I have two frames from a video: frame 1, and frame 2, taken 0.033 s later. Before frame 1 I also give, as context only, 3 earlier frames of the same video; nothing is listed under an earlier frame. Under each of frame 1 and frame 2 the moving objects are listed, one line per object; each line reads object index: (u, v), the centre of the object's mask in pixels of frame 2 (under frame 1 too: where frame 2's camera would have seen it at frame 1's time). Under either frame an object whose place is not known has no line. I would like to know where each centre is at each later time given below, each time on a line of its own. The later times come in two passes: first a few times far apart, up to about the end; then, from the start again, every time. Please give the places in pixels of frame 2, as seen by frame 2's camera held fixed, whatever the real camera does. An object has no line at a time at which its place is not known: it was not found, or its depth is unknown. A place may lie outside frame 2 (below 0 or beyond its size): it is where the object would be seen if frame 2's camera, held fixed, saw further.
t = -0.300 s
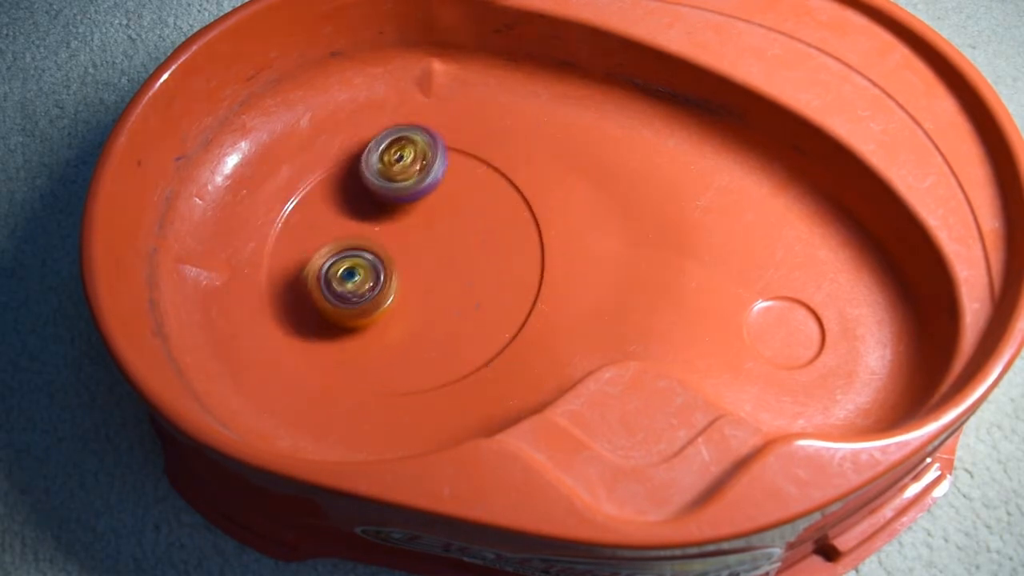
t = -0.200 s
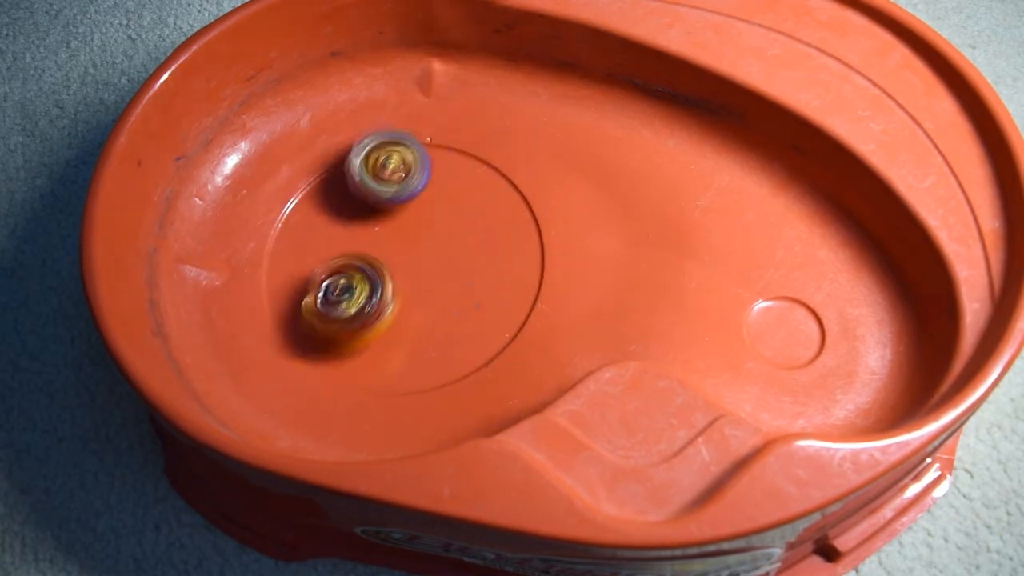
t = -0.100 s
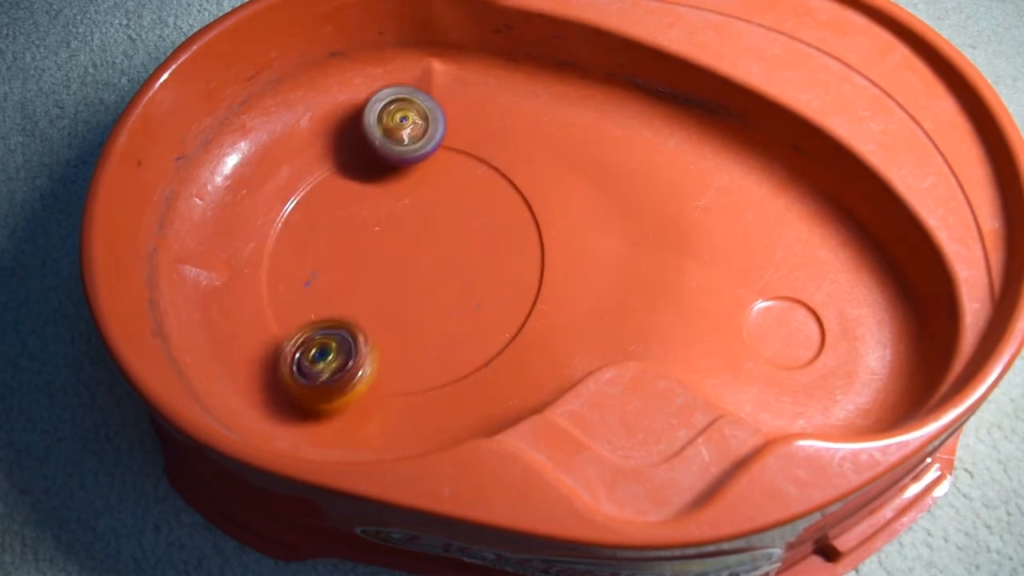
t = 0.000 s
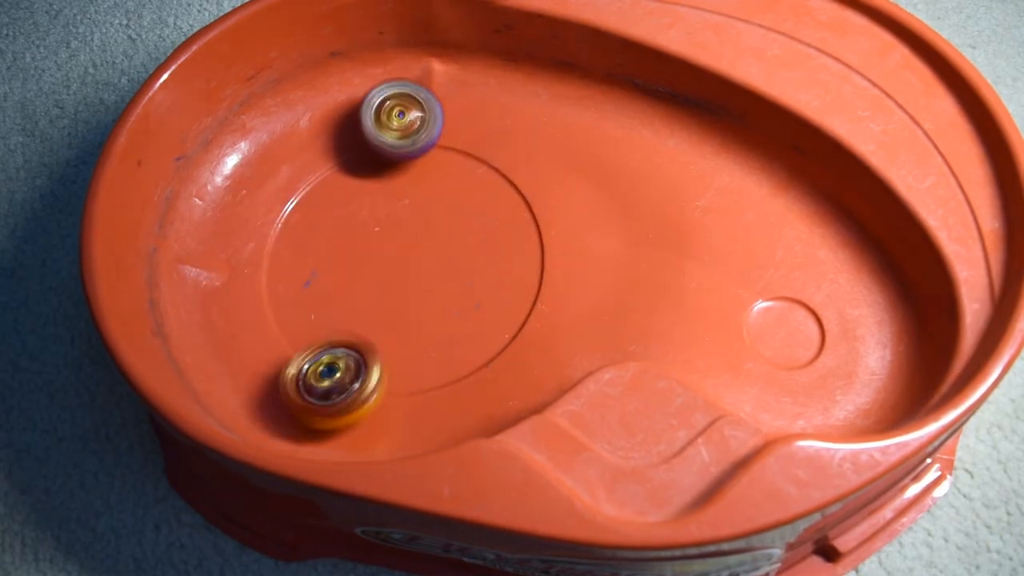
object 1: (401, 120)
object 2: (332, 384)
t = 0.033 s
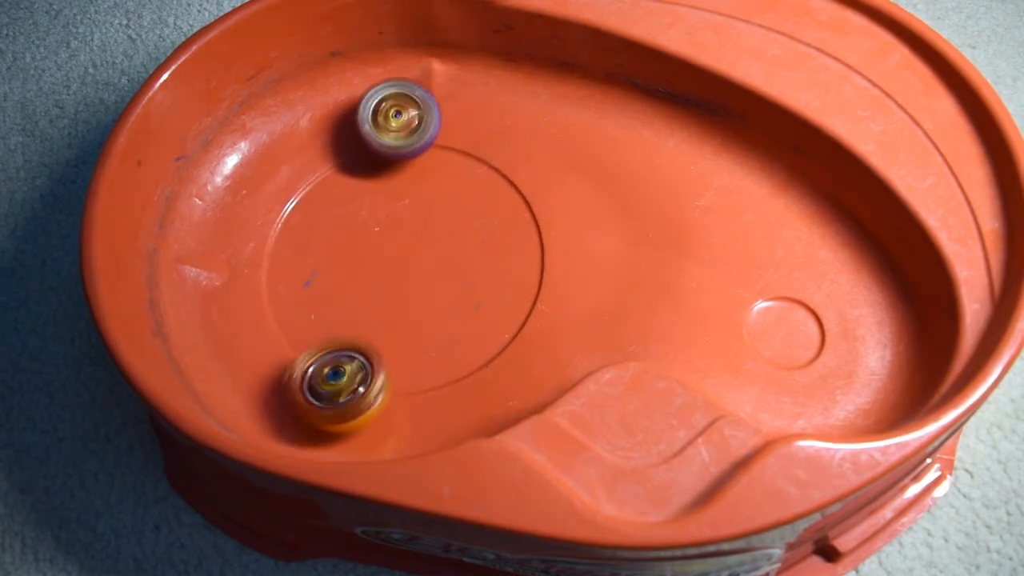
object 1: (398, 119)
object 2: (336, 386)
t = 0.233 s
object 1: (394, 158)
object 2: (367, 375)
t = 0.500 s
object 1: (470, 218)
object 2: (375, 258)
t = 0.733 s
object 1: (530, 248)
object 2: (351, 157)
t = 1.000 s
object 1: (505, 266)
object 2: (368, 164)
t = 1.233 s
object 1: (436, 288)
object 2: (422, 160)
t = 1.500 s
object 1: (351, 310)
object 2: (465, 197)
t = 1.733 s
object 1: (308, 313)
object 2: (477, 248)
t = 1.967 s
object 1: (321, 285)
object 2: (453, 298)
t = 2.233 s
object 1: (350, 217)
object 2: (397, 324)
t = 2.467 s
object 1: (362, 168)
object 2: (347, 308)
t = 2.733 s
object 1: (384, 165)
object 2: (320, 258)
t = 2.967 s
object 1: (448, 184)
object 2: (311, 213)
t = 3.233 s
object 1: (511, 199)
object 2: (288, 207)
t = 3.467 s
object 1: (501, 256)
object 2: (342, 229)
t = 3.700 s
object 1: (478, 318)
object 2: (426, 242)
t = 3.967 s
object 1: (420, 345)
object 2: (495, 250)
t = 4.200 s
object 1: (359, 317)
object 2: (510, 254)
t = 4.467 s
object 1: (304, 255)
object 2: (452, 251)
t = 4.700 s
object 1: (290, 205)
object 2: (372, 241)
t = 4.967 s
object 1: (296, 163)
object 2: (373, 300)
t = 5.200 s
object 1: (376, 197)
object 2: (382, 312)
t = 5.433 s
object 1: (466, 217)
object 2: (384, 290)
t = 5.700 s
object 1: (490, 248)
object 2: (383, 249)
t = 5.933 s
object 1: (444, 287)
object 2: (390, 205)
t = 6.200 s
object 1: (365, 279)
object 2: (417, 177)
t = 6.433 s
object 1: (346, 234)
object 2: (444, 189)
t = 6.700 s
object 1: (345, 187)
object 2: (471, 255)
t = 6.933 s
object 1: (391, 179)
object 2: (444, 296)
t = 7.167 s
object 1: (432, 206)
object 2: (400, 310)
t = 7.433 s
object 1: (439, 253)
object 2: (372, 326)
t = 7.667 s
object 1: (457, 262)
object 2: (355, 328)
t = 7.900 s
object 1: (485, 262)
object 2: (367, 300)
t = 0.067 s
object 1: (395, 120)
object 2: (341, 388)
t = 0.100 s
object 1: (393, 124)
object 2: (345, 391)
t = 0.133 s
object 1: (391, 130)
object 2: (348, 392)
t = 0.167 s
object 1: (389, 140)
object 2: (353, 390)
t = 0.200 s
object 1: (390, 150)
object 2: (358, 385)
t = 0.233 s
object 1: (394, 158)
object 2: (367, 375)
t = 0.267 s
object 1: (401, 167)
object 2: (374, 366)
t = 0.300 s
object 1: (409, 174)
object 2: (379, 355)
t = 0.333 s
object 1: (418, 181)
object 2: (378, 342)
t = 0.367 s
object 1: (427, 189)
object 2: (380, 326)
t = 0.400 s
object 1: (438, 197)
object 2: (380, 309)
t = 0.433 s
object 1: (448, 204)
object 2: (381, 292)
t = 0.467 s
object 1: (459, 212)
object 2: (379, 274)
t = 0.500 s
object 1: (470, 218)
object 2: (375, 258)
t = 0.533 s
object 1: (481, 225)
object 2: (372, 242)
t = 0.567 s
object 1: (492, 230)
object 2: (368, 225)
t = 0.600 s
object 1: (502, 234)
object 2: (366, 209)
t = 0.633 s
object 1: (511, 238)
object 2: (363, 194)
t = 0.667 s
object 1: (518, 242)
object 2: (359, 181)
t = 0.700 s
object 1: (524, 245)
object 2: (355, 168)
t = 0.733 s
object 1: (530, 248)
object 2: (351, 157)
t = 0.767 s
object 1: (528, 250)
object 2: (348, 148)
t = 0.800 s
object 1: (527, 253)
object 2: (346, 146)
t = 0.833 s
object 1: (526, 255)
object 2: (349, 152)
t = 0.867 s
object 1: (525, 257)
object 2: (352, 158)
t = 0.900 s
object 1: (522, 259)
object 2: (356, 162)
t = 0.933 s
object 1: (516, 261)
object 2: (359, 166)
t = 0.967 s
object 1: (511, 264)
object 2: (362, 165)
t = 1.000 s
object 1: (505, 266)
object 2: (368, 164)
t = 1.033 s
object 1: (497, 269)
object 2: (376, 161)
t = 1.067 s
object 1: (489, 272)
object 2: (383, 160)
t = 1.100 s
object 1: (480, 274)
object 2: (391, 158)
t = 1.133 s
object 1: (469, 277)
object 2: (398, 157)
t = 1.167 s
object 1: (458, 280)
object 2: (406, 157)
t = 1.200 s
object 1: (447, 284)
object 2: (414, 158)
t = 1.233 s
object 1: (436, 288)
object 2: (422, 160)
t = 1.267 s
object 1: (425, 292)
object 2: (428, 163)
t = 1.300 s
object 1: (415, 294)
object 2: (434, 166)
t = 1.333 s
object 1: (405, 297)
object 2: (440, 170)
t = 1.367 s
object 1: (393, 300)
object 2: (446, 175)
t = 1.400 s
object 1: (381, 303)
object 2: (451, 180)
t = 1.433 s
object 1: (370, 305)
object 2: (456, 186)
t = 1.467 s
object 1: (360, 309)
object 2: (461, 192)
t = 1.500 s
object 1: (351, 310)
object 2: (465, 197)
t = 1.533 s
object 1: (343, 311)
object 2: (469, 203)
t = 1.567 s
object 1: (334, 312)
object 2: (472, 209)
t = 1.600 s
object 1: (326, 313)
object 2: (475, 217)
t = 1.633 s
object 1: (319, 315)
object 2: (477, 225)
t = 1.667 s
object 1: (315, 316)
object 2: (478, 232)
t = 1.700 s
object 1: (311, 314)
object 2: (478, 240)
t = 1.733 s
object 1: (308, 313)
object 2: (477, 248)
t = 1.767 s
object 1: (307, 313)
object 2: (476, 256)
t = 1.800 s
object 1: (308, 311)
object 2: (474, 264)
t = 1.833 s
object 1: (310, 309)
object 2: (472, 271)
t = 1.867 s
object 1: (313, 304)
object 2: (468, 278)
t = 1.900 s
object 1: (316, 298)
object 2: (464, 285)
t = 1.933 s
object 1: (318, 291)
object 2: (459, 292)
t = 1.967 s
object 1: (321, 285)
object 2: (453, 298)
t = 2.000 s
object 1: (325, 279)
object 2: (447, 302)
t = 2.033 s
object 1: (330, 270)
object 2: (442, 308)
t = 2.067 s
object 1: (334, 261)
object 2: (435, 312)
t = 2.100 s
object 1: (337, 252)
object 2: (427, 316)
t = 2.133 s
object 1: (340, 243)
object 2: (420, 319)
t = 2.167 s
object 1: (342, 235)
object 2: (412, 321)
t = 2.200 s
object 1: (346, 226)
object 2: (404, 324)
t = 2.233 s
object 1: (350, 217)
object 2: (397, 324)
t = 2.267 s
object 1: (352, 207)
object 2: (388, 324)
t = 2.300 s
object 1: (352, 199)
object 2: (381, 323)
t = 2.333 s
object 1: (355, 192)
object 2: (373, 322)
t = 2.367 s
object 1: (358, 186)
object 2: (366, 320)
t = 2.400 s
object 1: (360, 179)
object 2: (359, 317)
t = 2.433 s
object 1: (361, 173)
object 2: (353, 312)
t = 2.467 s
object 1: (362, 168)
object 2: (347, 308)
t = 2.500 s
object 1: (365, 165)
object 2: (341, 302)
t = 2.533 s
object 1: (367, 161)
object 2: (337, 298)
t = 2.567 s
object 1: (369, 159)
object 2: (332, 292)
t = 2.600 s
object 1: (371, 159)
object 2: (328, 286)
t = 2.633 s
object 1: (374, 161)
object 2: (325, 279)
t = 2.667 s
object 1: (377, 163)
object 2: (322, 273)
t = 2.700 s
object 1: (380, 164)
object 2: (321, 266)
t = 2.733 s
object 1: (384, 165)
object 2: (320, 258)
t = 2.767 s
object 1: (388, 168)
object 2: (319, 250)
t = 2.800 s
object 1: (394, 172)
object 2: (319, 243)
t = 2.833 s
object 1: (401, 175)
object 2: (321, 236)
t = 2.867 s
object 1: (406, 178)
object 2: (323, 230)
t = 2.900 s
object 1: (411, 182)
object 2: (325, 222)
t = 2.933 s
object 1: (429, 185)
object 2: (316, 217)
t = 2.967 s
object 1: (448, 184)
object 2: (311, 213)
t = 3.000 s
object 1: (463, 183)
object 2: (305, 211)
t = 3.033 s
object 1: (476, 184)
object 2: (298, 208)
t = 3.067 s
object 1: (489, 185)
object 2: (294, 206)
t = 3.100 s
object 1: (501, 185)
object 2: (289, 205)
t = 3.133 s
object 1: (511, 184)
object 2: (285, 204)
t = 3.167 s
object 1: (516, 186)
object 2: (285, 204)
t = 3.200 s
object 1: (514, 195)
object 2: (285, 206)
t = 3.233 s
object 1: (511, 199)
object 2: (288, 207)
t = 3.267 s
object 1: (506, 205)
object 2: (292, 210)
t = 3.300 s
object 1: (502, 213)
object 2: (298, 212)
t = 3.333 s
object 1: (501, 220)
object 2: (306, 215)
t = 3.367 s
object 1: (502, 227)
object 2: (310, 219)
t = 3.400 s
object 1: (501, 236)
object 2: (319, 223)
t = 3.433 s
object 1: (501, 246)
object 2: (328, 224)
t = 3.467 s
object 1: (501, 256)
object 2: (342, 229)
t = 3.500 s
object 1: (500, 265)
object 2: (353, 229)
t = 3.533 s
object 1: (497, 275)
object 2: (365, 231)
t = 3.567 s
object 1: (495, 286)
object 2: (376, 234)
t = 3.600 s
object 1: (492, 293)
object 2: (388, 236)
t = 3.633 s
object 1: (486, 303)
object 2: (402, 238)
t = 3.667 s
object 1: (482, 311)
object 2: (414, 240)
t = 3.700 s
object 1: (478, 318)
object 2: (426, 242)
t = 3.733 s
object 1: (472, 323)
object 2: (438, 241)
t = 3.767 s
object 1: (465, 330)
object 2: (448, 242)
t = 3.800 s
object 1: (459, 336)
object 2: (458, 243)
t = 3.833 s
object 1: (452, 339)
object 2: (465, 245)
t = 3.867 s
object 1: (443, 341)
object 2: (474, 247)
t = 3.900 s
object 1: (436, 345)
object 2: (480, 248)
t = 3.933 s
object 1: (429, 345)
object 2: (488, 249)
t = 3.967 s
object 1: (420, 345)
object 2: (495, 250)
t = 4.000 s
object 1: (412, 345)
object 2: (501, 251)
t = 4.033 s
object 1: (405, 342)
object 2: (506, 252)
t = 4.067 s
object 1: (395, 338)
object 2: (509, 253)
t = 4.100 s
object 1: (385, 334)
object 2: (512, 254)
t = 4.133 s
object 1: (377, 329)
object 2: (513, 255)
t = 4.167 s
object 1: (369, 323)
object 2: (512, 254)
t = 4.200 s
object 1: (359, 317)
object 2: (510, 254)
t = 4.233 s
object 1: (351, 311)
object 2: (506, 253)
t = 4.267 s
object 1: (343, 303)
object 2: (500, 254)
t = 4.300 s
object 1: (334, 295)
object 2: (491, 254)
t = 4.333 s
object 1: (327, 288)
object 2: (486, 254)
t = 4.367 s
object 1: (321, 280)
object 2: (478, 254)
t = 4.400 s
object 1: (314, 271)
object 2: (471, 253)
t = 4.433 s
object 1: (309, 264)
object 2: (462, 253)
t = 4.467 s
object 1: (304, 255)
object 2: (452, 251)
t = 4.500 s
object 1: (299, 247)
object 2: (443, 250)
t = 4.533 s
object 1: (296, 240)
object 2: (431, 249)
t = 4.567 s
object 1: (294, 232)
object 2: (421, 246)
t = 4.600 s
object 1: (290, 225)
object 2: (409, 246)
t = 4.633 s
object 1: (290, 219)
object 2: (395, 244)
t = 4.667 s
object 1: (291, 212)
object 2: (384, 243)
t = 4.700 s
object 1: (290, 205)
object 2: (372, 241)
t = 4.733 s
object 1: (286, 193)
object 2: (366, 249)
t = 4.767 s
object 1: (285, 179)
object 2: (368, 262)
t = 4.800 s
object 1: (285, 170)
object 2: (373, 270)
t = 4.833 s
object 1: (286, 164)
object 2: (373, 278)
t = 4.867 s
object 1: (285, 160)
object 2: (372, 285)
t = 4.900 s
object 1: (287, 161)
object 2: (373, 290)
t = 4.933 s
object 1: (290, 161)
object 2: (373, 294)
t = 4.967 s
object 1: (296, 163)
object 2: (373, 300)
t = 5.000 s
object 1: (306, 165)
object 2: (373, 304)
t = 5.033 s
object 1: (313, 171)
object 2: (373, 308)
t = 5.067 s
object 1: (323, 177)
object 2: (374, 312)
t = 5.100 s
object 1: (335, 182)
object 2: (376, 313)
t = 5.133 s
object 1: (350, 188)
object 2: (376, 315)
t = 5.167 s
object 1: (363, 192)
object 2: (380, 314)
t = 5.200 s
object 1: (376, 197)
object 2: (382, 312)
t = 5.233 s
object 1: (391, 201)
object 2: (383, 310)
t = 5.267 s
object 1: (402, 207)
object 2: (386, 306)
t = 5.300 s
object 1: (414, 212)
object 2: (387, 301)
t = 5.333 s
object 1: (426, 217)
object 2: (387, 297)
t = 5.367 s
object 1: (442, 218)
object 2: (386, 296)
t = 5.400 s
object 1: (454, 216)
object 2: (381, 295)
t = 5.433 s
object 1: (466, 217)
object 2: (384, 290)
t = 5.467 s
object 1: (474, 217)
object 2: (383, 286)
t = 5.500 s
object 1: (482, 221)
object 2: (382, 283)
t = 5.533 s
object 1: (488, 223)
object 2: (382, 278)
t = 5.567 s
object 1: (491, 229)
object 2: (382, 273)
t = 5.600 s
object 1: (494, 232)
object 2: (384, 267)
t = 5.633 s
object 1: (494, 238)
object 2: (381, 262)
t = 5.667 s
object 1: (494, 241)
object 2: (383, 254)
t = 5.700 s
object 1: (490, 248)
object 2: (383, 249)
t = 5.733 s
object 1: (487, 253)
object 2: (385, 244)
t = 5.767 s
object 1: (481, 259)
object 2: (385, 239)
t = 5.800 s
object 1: (476, 265)
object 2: (386, 232)
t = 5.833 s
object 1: (467, 269)
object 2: (390, 227)
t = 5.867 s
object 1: (460, 274)
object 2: (390, 223)
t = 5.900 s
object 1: (452, 281)
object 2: (390, 215)
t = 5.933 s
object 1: (444, 287)
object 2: (390, 205)
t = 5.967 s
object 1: (432, 291)
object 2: (395, 201)
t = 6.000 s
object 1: (423, 294)
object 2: (395, 196)
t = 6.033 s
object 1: (411, 294)
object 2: (397, 193)
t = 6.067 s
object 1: (401, 294)
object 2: (397, 188)
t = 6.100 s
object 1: (389, 292)
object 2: (399, 185)
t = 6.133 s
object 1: (380, 289)
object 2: (406, 180)
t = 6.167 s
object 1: (371, 284)
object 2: (413, 179)
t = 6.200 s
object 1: (365, 279)
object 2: (417, 177)
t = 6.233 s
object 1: (357, 273)
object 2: (419, 177)
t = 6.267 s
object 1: (353, 267)
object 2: (428, 175)
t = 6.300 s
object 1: (349, 260)
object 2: (431, 178)
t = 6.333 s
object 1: (346, 253)
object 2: (435, 180)
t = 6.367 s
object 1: (345, 247)
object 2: (436, 182)
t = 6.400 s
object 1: (344, 239)
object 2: (442, 185)
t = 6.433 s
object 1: (346, 234)
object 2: (444, 189)
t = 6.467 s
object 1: (348, 226)
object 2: (445, 196)
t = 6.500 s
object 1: (353, 222)
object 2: (443, 199)
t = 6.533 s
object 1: (355, 216)
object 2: (446, 206)
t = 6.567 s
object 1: (352, 207)
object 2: (450, 213)
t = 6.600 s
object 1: (345, 201)
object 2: (460, 226)
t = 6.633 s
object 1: (341, 194)
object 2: (466, 236)
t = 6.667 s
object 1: (342, 191)
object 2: (472, 244)
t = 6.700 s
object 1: (345, 187)
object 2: (471, 255)
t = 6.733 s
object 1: (351, 182)
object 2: (468, 263)
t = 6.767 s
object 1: (359, 181)
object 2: (466, 272)
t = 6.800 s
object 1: (363, 179)
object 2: (462, 277)
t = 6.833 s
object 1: (368, 177)
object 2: (460, 282)
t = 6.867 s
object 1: (377, 178)
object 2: (454, 289)
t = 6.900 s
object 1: (383, 178)
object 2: (449, 293)
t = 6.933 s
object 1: (391, 179)
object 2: (444, 296)
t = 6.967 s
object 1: (397, 180)
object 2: (438, 300)
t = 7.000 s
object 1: (404, 183)
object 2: (432, 302)
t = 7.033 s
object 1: (411, 187)
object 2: (425, 303)
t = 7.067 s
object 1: (418, 191)
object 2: (420, 304)
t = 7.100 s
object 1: (422, 194)
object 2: (413, 307)
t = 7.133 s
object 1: (428, 200)
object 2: (406, 309)
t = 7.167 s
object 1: (432, 206)
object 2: (400, 310)
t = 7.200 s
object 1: (435, 211)
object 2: (393, 311)
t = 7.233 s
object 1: (437, 217)
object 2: (388, 312)
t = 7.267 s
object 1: (438, 224)
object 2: (384, 313)
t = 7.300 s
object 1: (439, 231)
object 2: (381, 315)
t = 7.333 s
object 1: (438, 239)
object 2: (378, 318)
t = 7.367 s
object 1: (436, 246)
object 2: (376, 320)
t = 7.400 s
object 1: (437, 249)
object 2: (373, 324)
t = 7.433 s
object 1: (439, 253)
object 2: (372, 326)
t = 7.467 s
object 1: (440, 254)
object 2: (369, 329)
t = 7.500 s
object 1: (440, 258)
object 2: (369, 331)
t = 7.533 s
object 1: (438, 261)
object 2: (369, 331)
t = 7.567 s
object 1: (438, 261)
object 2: (370, 329)
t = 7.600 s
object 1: (445, 264)
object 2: (364, 329)
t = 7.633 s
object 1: (454, 265)
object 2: (358, 329)
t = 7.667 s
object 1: (457, 262)
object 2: (355, 328)
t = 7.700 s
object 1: (464, 260)
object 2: (354, 325)
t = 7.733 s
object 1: (470, 260)
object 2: (354, 321)
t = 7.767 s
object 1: (474, 261)
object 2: (354, 318)
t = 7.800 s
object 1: (477, 259)
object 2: (355, 313)
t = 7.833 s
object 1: (482, 259)
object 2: (359, 308)
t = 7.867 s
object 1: (485, 261)
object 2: (362, 305)
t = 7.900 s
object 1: (485, 262)
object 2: (367, 300)
